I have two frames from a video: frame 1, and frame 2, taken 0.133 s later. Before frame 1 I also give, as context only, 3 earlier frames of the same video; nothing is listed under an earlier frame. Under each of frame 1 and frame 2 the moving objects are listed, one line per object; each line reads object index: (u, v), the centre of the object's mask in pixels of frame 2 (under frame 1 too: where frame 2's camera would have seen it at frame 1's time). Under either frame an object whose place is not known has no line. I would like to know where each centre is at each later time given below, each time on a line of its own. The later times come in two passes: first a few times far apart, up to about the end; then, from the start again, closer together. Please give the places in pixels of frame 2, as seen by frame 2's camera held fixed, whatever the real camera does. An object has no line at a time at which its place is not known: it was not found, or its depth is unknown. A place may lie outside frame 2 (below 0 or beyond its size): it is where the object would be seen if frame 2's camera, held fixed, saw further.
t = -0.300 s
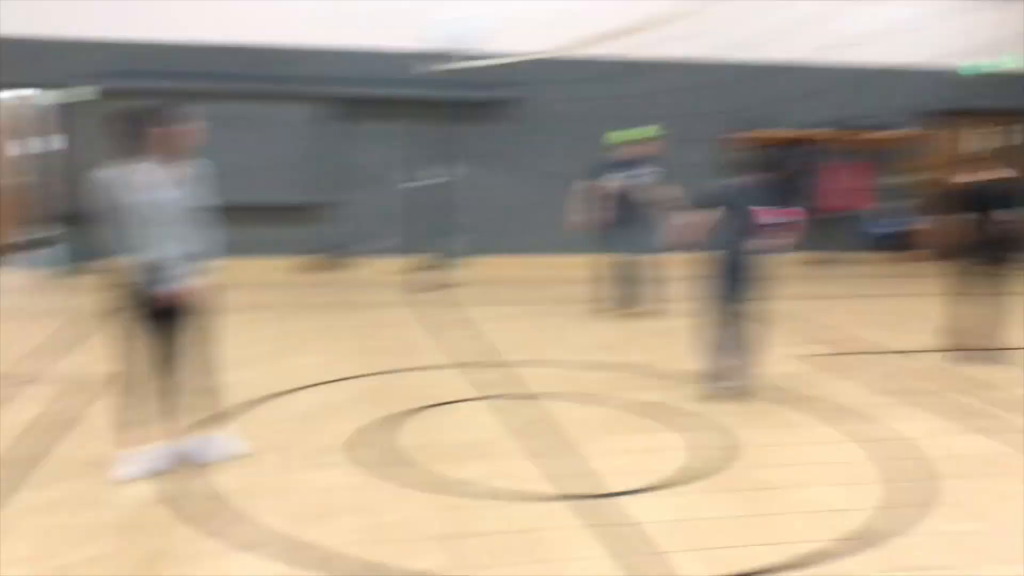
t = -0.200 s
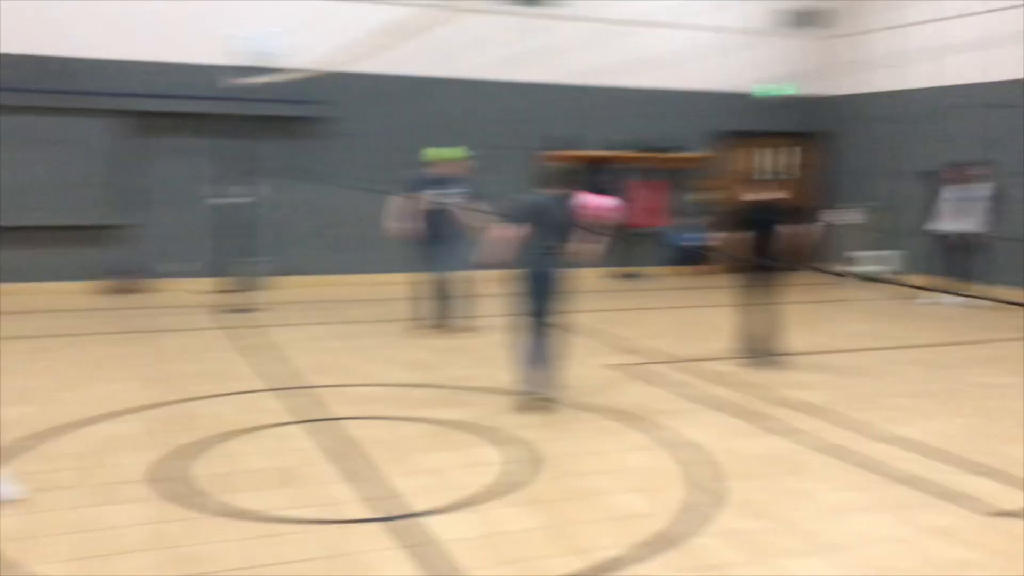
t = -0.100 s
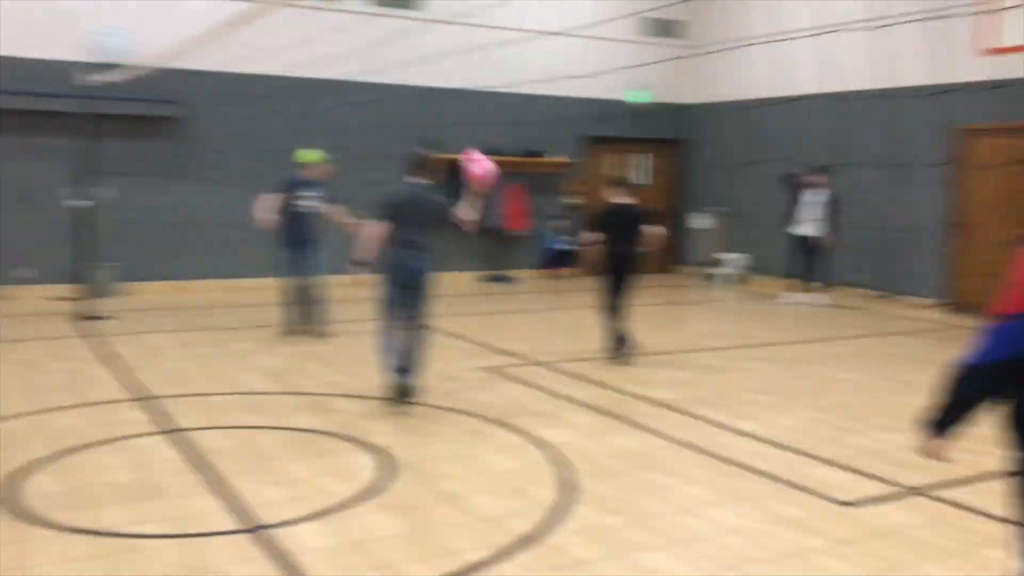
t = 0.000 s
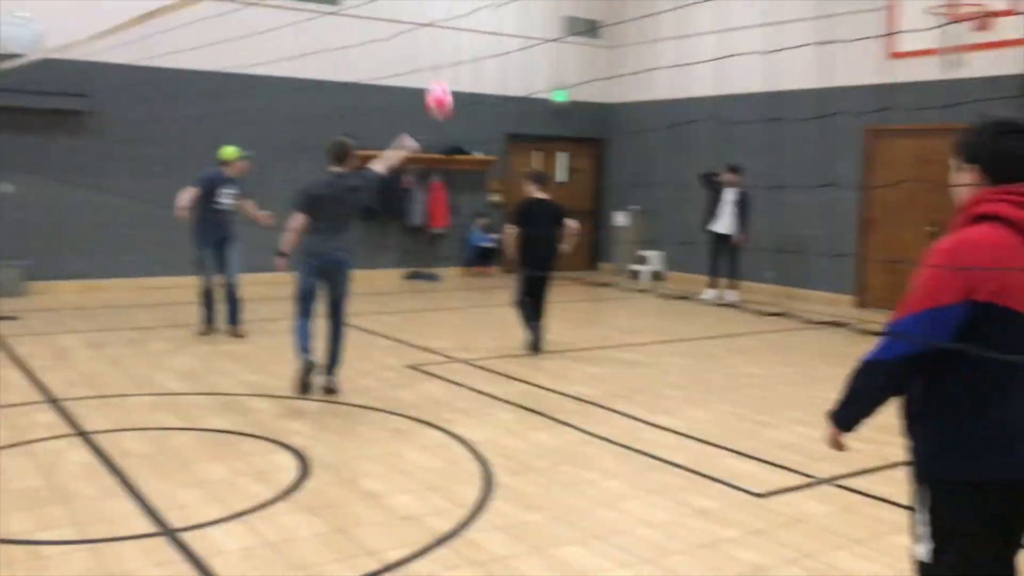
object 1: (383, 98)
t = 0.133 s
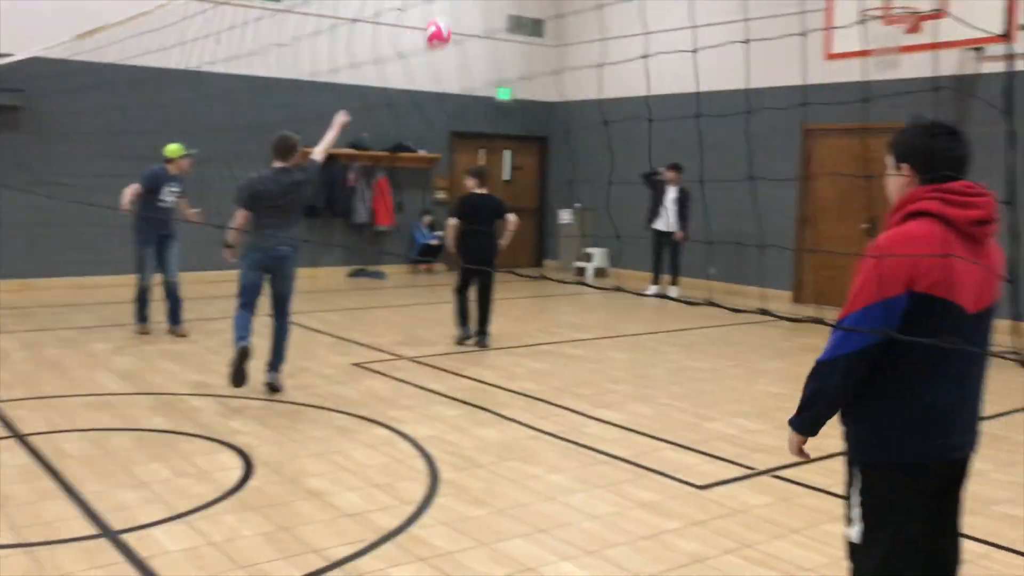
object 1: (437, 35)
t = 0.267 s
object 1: (486, 4)
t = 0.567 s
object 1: (572, 3)
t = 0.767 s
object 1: (615, 50)
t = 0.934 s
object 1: (645, 111)
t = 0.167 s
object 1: (450, 23)
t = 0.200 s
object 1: (462, 14)
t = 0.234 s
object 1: (474, 8)
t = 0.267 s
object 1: (486, 4)
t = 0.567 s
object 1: (572, 3)
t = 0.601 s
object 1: (581, 8)
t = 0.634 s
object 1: (587, 15)
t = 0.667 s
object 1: (595, 23)
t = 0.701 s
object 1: (602, 32)
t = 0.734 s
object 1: (609, 40)
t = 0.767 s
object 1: (615, 50)
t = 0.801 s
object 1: (621, 62)
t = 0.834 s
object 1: (628, 74)
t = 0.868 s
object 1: (634, 85)
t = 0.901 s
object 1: (640, 98)
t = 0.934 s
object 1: (645, 111)
